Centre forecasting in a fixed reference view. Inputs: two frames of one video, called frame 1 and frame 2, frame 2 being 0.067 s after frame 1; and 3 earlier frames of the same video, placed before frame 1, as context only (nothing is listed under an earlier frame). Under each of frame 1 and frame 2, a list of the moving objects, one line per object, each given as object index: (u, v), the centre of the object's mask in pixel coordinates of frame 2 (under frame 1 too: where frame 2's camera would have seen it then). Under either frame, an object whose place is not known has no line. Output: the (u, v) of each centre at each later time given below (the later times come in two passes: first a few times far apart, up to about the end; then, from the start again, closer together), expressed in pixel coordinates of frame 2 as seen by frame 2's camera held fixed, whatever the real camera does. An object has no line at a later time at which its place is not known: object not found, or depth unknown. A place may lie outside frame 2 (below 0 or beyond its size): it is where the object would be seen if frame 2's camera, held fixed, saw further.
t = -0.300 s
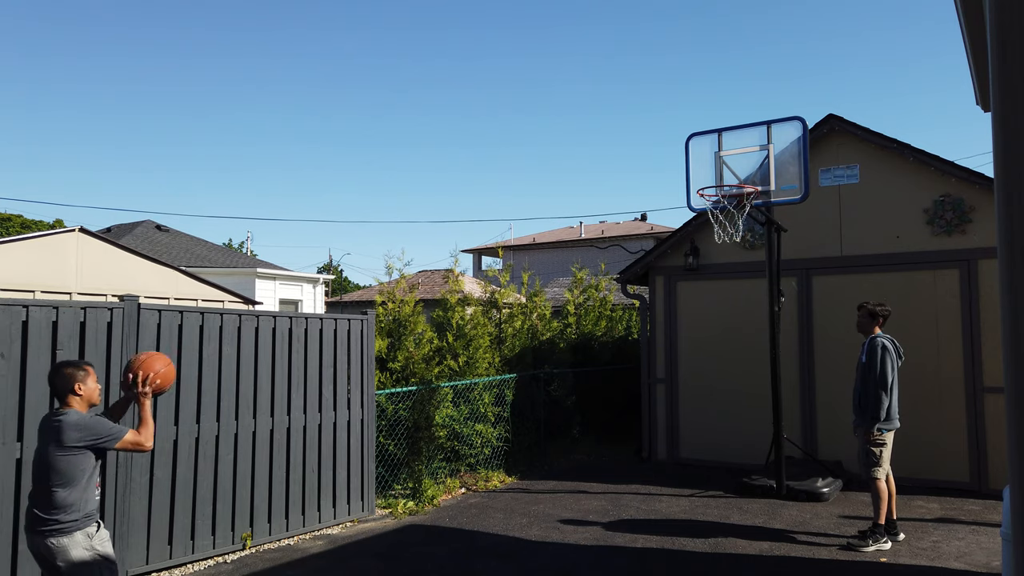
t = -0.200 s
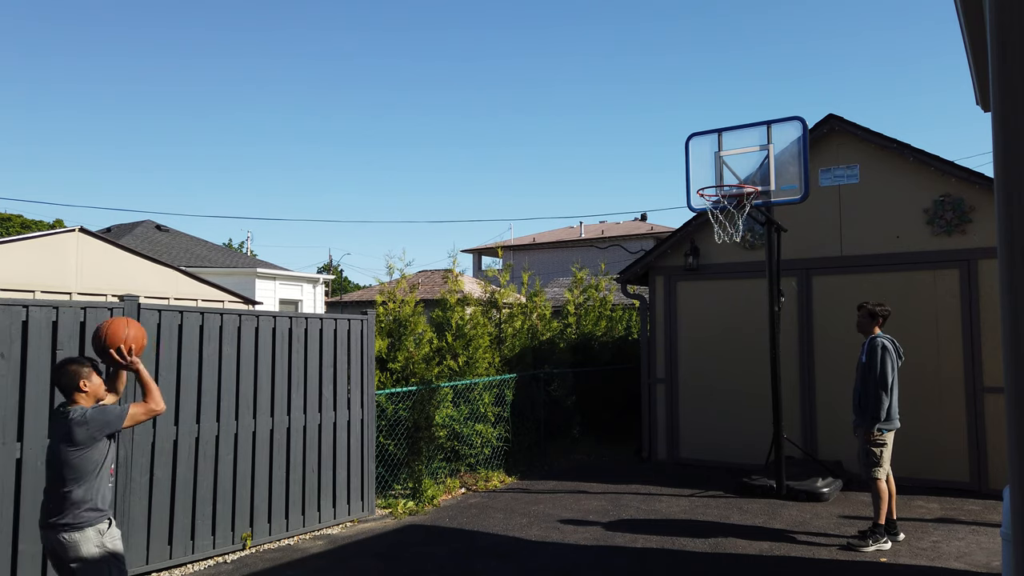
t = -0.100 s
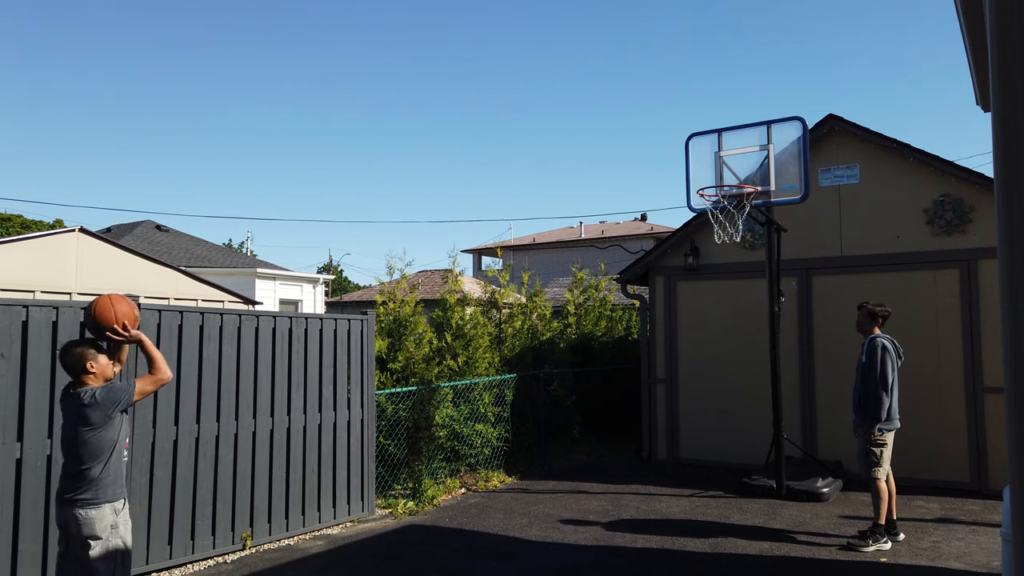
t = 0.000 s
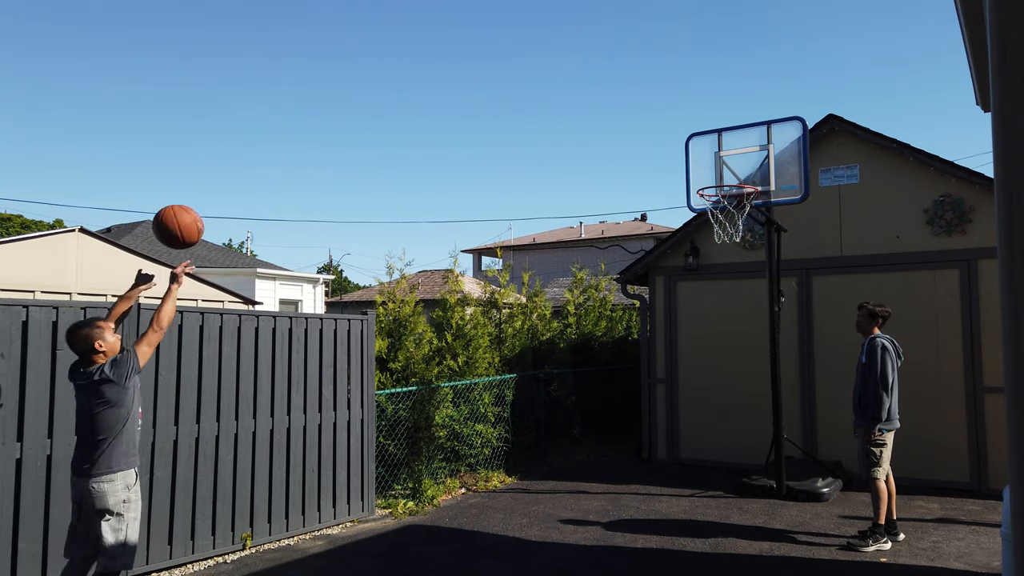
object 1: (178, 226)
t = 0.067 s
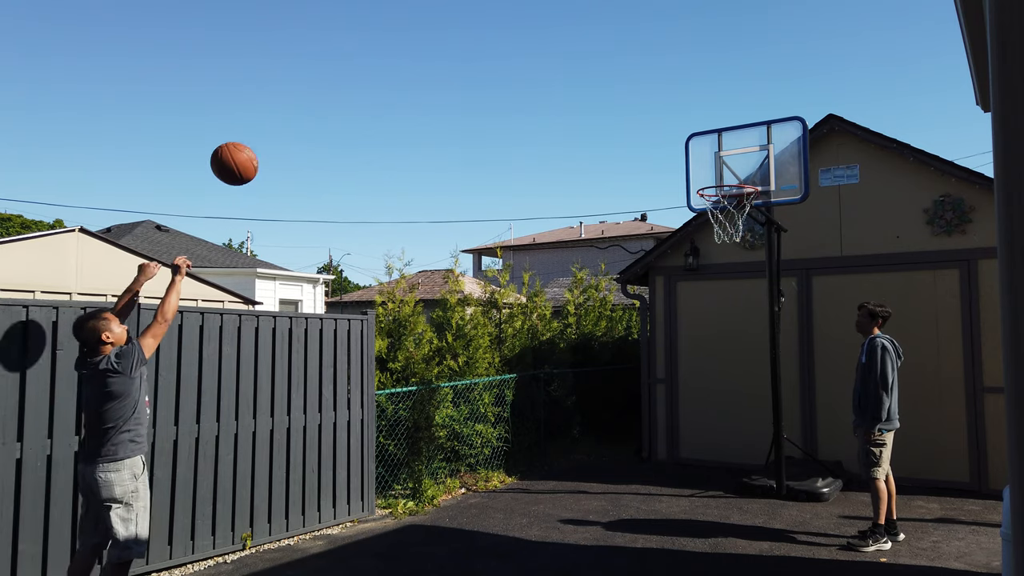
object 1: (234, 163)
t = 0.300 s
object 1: (396, 29)
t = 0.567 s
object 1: (538, 7)
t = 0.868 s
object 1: (664, 72)
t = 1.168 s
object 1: (719, 160)
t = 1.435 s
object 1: (627, 113)
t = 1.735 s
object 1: (512, 164)
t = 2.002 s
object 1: (396, 322)
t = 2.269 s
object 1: (268, 523)
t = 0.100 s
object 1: (260, 137)
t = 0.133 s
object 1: (285, 112)
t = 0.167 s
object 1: (309, 91)
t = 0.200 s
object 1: (332, 72)
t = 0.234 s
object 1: (354, 56)
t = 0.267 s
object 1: (376, 41)
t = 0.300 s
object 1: (396, 29)
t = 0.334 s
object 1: (416, 19)
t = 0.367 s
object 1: (435, 14)
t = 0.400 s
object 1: (454, 11)
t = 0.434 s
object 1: (472, 8)
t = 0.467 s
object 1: (489, 7)
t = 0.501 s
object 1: (506, 6)
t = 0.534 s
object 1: (522, 6)
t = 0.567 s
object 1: (538, 7)
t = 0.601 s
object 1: (554, 8)
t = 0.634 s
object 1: (569, 10)
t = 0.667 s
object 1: (584, 13)
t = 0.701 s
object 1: (598, 19)
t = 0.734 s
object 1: (612, 27)
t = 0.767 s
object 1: (626, 37)
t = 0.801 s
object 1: (639, 47)
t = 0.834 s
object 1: (652, 59)
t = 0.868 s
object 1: (664, 72)
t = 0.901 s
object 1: (677, 86)
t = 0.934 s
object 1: (689, 101)
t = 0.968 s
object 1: (701, 116)
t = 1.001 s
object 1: (712, 133)
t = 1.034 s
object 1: (723, 151)
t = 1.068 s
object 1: (735, 169)
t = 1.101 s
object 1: (742, 178)
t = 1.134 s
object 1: (731, 170)
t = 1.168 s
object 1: (719, 160)
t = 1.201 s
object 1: (708, 150)
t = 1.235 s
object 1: (697, 141)
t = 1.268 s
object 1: (686, 133)
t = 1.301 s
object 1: (674, 127)
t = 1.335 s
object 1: (662, 122)
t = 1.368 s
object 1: (651, 118)
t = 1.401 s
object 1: (639, 115)
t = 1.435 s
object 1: (627, 113)
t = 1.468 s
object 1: (615, 113)
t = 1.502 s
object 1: (603, 115)
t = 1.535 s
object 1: (590, 117)
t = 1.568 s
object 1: (578, 121)
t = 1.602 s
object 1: (565, 127)
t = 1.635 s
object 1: (552, 134)
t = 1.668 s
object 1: (539, 142)
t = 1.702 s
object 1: (525, 152)
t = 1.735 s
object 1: (512, 164)
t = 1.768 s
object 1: (498, 177)
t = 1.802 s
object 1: (484, 192)
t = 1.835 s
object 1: (470, 209)
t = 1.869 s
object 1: (456, 228)
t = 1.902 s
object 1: (441, 248)
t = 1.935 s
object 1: (426, 271)
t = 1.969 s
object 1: (411, 295)
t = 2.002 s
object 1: (396, 322)
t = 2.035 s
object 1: (379, 352)
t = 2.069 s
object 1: (363, 383)
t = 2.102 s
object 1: (346, 418)
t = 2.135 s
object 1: (329, 455)
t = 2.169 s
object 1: (311, 495)
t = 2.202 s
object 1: (293, 537)
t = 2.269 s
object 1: (268, 523)
